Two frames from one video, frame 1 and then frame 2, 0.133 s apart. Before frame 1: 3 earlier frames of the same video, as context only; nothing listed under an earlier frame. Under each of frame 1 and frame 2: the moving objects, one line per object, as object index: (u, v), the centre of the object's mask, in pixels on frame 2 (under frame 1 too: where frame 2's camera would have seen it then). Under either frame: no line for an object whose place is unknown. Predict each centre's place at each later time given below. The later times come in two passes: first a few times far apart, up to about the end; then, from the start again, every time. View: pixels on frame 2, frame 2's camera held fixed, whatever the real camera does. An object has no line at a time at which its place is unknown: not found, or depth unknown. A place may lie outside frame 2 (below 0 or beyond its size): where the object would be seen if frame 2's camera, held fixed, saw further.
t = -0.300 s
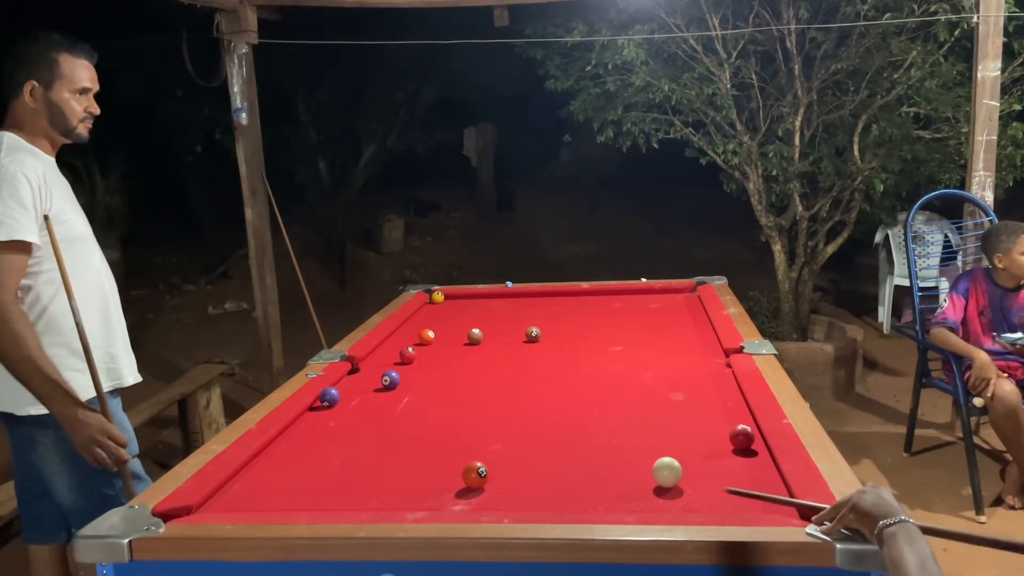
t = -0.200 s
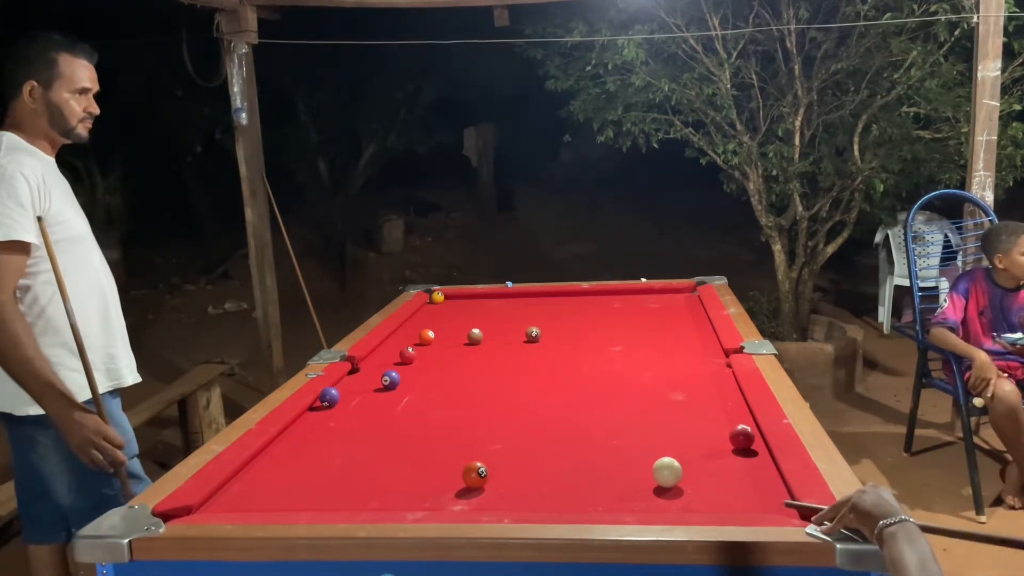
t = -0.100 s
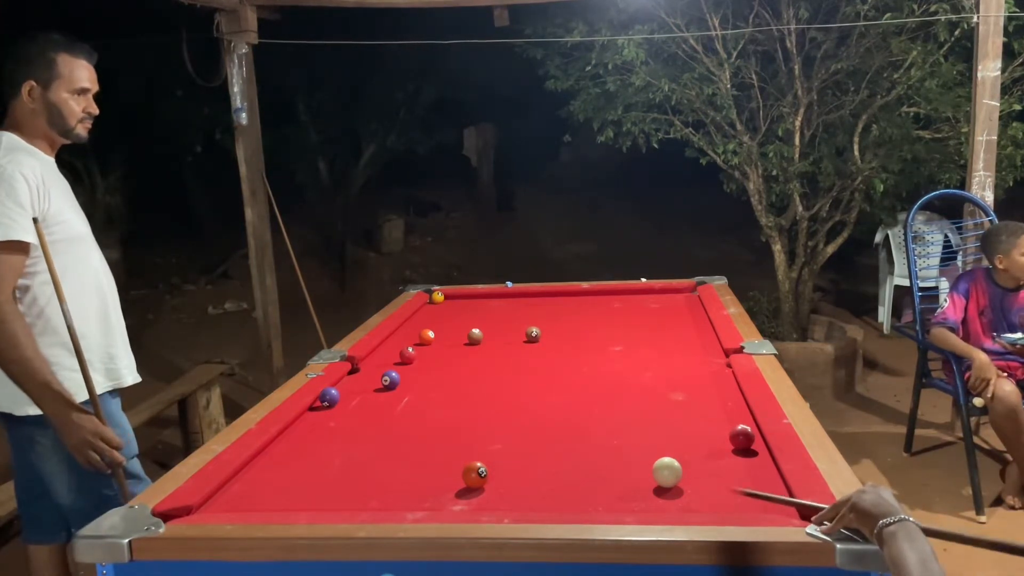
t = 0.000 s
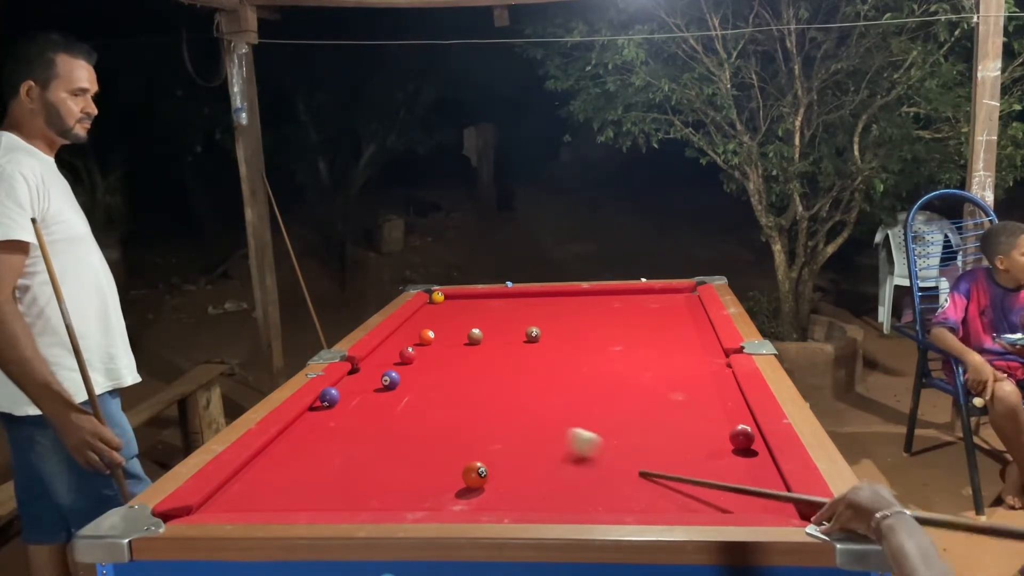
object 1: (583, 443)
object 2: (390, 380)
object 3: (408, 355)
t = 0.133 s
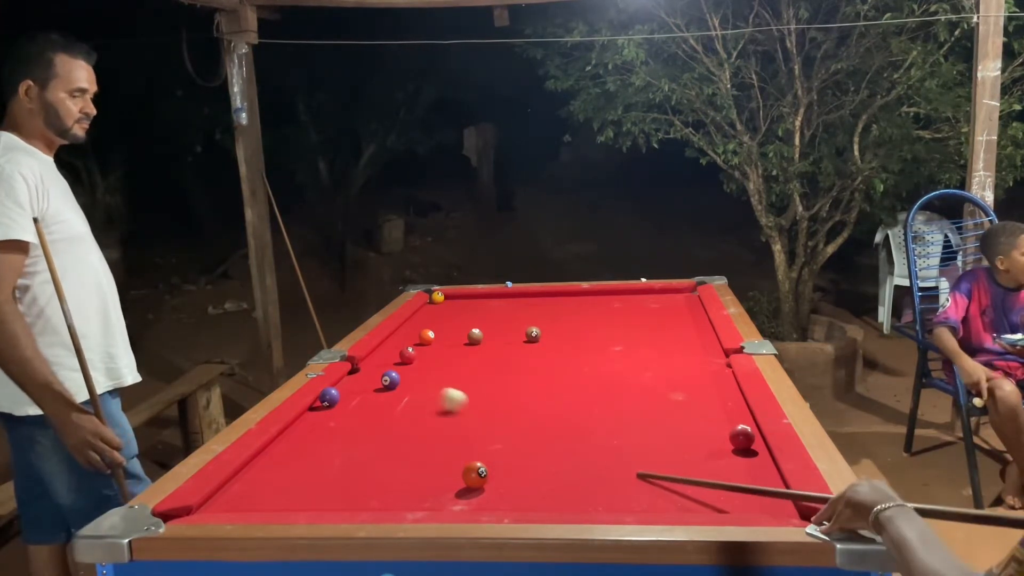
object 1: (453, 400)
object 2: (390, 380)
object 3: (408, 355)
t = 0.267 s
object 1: (389, 381)
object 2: (361, 367)
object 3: (408, 355)
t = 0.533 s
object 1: (363, 373)
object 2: (406, 348)
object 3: (472, 353)
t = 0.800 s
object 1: (403, 368)
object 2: (426, 340)
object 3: (557, 351)
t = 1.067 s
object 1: (440, 363)
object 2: (439, 338)
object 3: (639, 348)
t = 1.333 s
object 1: (472, 359)
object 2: (451, 336)
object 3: (709, 345)
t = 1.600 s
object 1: (501, 357)
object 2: (459, 336)
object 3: (652, 346)
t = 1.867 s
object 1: (527, 354)
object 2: (463, 335)
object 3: (601, 346)
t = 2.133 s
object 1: (550, 353)
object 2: (464, 334)
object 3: (557, 342)
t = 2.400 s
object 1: (571, 351)
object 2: (464, 334)
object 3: (511, 346)
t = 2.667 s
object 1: (589, 351)
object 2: (464, 334)
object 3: (472, 346)
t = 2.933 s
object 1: (604, 350)
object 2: (464, 335)
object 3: (437, 348)
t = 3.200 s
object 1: (618, 350)
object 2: (464, 334)
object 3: (404, 349)
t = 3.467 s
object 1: (629, 350)
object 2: (464, 335)
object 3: (382, 349)
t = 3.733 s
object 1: (637, 350)
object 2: (464, 335)
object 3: (399, 349)
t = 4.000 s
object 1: (644, 350)
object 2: (464, 335)
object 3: (413, 350)
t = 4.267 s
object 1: (648, 351)
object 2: (464, 334)
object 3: (425, 351)
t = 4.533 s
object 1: (650, 351)
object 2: (464, 335)
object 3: (435, 351)
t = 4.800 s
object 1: (650, 350)
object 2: (464, 334)
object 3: (442, 352)
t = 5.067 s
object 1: (650, 350)
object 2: (464, 334)
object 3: (448, 352)
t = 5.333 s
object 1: (650, 350)
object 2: (464, 335)
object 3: (452, 352)
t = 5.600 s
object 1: (650, 350)
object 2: (464, 335)
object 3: (454, 352)
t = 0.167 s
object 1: (429, 392)
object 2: (390, 380)
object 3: (408, 355)
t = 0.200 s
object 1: (407, 385)
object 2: (389, 379)
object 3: (408, 355)
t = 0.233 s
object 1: (396, 381)
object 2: (379, 373)
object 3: (408, 355)
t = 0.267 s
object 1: (389, 381)
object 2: (361, 367)
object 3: (408, 355)
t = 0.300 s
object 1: (383, 380)
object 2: (365, 361)
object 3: (408, 355)
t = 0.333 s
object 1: (376, 379)
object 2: (380, 357)
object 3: (408, 355)
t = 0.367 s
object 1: (370, 378)
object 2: (391, 355)
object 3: (412, 355)
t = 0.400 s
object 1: (364, 376)
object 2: (394, 353)
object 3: (427, 354)
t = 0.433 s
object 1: (358, 375)
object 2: (397, 352)
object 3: (440, 354)
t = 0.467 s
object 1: (352, 374)
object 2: (400, 351)
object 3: (451, 354)
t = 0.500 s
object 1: (358, 374)
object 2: (403, 349)
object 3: (462, 354)
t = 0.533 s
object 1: (363, 373)
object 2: (406, 348)
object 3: (472, 353)
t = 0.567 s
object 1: (369, 372)
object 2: (409, 347)
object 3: (483, 353)
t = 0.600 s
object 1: (374, 371)
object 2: (412, 346)
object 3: (494, 353)
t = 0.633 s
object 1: (379, 371)
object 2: (415, 344)
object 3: (504, 352)
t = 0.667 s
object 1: (385, 370)
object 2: (418, 343)
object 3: (514, 352)
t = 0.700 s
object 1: (389, 369)
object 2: (420, 341)
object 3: (525, 352)
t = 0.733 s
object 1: (394, 369)
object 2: (423, 341)
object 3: (535, 351)
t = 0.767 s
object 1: (399, 368)
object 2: (424, 341)
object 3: (546, 351)
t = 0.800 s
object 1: (403, 368)
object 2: (426, 340)
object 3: (557, 351)
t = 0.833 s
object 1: (408, 367)
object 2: (428, 340)
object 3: (567, 350)
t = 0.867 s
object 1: (413, 367)
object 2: (430, 340)
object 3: (577, 350)
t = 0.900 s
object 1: (417, 366)
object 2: (432, 340)
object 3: (587, 349)
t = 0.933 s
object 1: (422, 365)
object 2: (433, 339)
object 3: (598, 349)
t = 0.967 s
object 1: (426, 365)
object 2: (435, 338)
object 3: (608, 349)
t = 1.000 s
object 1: (431, 364)
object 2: (437, 339)
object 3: (619, 349)
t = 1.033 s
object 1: (435, 364)
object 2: (438, 338)
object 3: (629, 348)
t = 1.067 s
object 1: (440, 363)
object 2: (439, 338)
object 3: (639, 348)
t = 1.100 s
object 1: (444, 362)
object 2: (441, 338)
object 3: (649, 347)
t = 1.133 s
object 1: (448, 362)
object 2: (443, 337)
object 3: (660, 348)
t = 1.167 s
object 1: (453, 361)
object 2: (444, 337)
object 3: (670, 347)
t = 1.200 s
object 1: (456, 361)
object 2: (446, 337)
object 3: (680, 347)
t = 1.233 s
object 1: (460, 360)
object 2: (447, 337)
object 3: (690, 347)
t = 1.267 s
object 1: (464, 360)
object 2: (448, 337)
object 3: (701, 346)
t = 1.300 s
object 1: (468, 360)
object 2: (449, 337)
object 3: (711, 346)
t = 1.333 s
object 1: (472, 359)
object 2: (451, 336)
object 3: (709, 345)
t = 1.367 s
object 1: (476, 359)
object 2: (452, 337)
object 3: (701, 345)
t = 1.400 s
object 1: (479, 359)
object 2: (453, 336)
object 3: (693, 346)
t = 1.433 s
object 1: (483, 358)
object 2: (455, 336)
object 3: (687, 346)
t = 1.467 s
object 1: (487, 358)
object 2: (455, 336)
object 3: (679, 346)
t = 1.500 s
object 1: (491, 357)
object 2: (456, 336)
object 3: (672, 346)
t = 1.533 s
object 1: (494, 357)
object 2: (457, 336)
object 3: (666, 345)
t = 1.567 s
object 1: (497, 357)
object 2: (459, 336)
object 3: (659, 346)
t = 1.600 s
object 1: (501, 357)
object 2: (459, 336)
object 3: (652, 346)
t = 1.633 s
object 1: (504, 356)
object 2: (460, 335)
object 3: (646, 345)
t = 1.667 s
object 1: (508, 355)
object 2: (461, 335)
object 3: (638, 345)
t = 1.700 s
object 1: (511, 355)
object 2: (461, 335)
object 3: (632, 346)
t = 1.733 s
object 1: (514, 355)
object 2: (462, 335)
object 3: (626, 346)
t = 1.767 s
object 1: (518, 355)
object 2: (462, 335)
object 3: (620, 346)
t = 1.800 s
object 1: (521, 355)
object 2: (462, 335)
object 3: (613, 346)
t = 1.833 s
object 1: (524, 354)
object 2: (463, 335)
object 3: (607, 346)
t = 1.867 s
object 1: (527, 354)
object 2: (463, 335)
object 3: (601, 346)
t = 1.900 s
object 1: (530, 354)
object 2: (463, 335)
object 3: (595, 346)
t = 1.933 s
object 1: (533, 353)
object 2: (463, 335)
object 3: (589, 346)
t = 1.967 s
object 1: (536, 354)
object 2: (463, 335)
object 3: (583, 346)
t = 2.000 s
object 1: (539, 353)
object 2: (464, 335)
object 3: (577, 346)
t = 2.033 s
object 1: (542, 353)
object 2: (464, 334)
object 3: (571, 346)
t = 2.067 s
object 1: (545, 353)
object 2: (464, 334)
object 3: (566, 346)
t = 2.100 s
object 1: (547, 353)
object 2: (464, 334)
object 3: (561, 345)
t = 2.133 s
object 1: (550, 353)
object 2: (464, 334)
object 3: (557, 342)
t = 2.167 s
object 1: (553, 352)
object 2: (464, 334)
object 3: (547, 342)
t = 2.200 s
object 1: (555, 352)
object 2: (464, 335)
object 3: (542, 345)
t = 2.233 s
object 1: (558, 352)
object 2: (464, 334)
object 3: (537, 346)
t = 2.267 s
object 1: (561, 352)
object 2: (464, 334)
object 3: (532, 346)
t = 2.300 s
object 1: (563, 352)
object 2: (464, 334)
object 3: (527, 346)
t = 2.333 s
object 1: (566, 352)
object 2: (464, 334)
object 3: (522, 346)
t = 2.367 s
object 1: (568, 351)
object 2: (464, 335)
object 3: (516, 347)
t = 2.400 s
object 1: (571, 351)
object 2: (464, 334)
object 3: (511, 346)
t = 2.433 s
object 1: (573, 351)
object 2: (464, 335)
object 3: (506, 347)
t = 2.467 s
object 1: (575, 351)
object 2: (464, 335)
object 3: (501, 347)
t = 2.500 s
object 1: (578, 351)
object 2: (464, 334)
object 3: (496, 347)
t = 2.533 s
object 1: (580, 351)
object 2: (464, 334)
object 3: (491, 346)
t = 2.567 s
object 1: (582, 351)
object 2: (464, 335)
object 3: (487, 347)
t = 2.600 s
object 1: (584, 351)
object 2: (464, 335)
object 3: (482, 347)
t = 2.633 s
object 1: (586, 351)
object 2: (464, 335)
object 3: (476, 347)
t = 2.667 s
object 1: (589, 351)
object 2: (464, 334)
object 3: (472, 346)
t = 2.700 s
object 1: (591, 351)
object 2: (464, 333)
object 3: (468, 346)
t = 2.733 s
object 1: (593, 351)
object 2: (464, 332)
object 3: (463, 346)
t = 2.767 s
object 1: (595, 350)
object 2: (465, 333)
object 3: (459, 347)
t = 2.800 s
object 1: (597, 351)
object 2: (464, 334)
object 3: (454, 347)
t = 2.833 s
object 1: (599, 350)
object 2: (464, 335)
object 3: (449, 348)
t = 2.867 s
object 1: (601, 350)
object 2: (464, 334)
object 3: (445, 348)
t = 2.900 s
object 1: (602, 350)
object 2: (464, 335)
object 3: (441, 348)
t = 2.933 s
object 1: (604, 350)
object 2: (464, 335)
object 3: (437, 348)
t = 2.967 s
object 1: (606, 350)
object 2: (464, 335)
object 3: (432, 348)
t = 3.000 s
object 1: (608, 350)
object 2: (464, 335)
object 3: (428, 348)
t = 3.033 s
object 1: (610, 350)
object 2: (464, 334)
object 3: (424, 348)
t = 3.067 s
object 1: (611, 350)
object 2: (464, 334)
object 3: (420, 348)
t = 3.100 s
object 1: (613, 350)
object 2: (464, 334)
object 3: (416, 348)
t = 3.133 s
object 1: (615, 350)
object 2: (464, 335)
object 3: (412, 349)
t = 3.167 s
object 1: (616, 350)
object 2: (464, 334)
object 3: (408, 349)
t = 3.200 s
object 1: (618, 350)
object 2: (464, 334)
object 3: (404, 349)
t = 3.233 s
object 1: (619, 350)
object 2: (464, 334)
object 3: (401, 349)
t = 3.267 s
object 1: (621, 350)
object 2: (464, 334)
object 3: (397, 349)
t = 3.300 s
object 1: (622, 350)
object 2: (464, 335)
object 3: (393, 349)
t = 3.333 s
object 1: (624, 350)
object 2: (464, 335)
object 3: (390, 349)
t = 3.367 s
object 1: (625, 350)
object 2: (464, 335)
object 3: (386, 349)
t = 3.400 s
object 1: (626, 350)
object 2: (464, 335)
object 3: (383, 349)
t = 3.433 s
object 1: (628, 350)
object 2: (464, 335)
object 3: (380, 349)
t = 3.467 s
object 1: (629, 350)
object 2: (464, 335)
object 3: (382, 349)
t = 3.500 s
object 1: (630, 350)
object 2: (464, 335)
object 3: (384, 349)
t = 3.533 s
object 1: (631, 350)
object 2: (464, 335)
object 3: (387, 349)
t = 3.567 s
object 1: (632, 350)
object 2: (464, 335)
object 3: (389, 349)
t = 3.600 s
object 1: (633, 350)
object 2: (464, 335)
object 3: (391, 349)
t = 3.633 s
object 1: (634, 350)
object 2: (464, 335)
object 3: (393, 349)
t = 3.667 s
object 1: (635, 350)
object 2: (464, 335)
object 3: (395, 349)
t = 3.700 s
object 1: (636, 350)
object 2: (464, 335)
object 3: (397, 349)
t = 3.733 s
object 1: (637, 350)
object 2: (464, 335)
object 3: (399, 349)
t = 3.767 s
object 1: (638, 350)
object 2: (464, 335)
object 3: (401, 350)
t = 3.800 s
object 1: (639, 350)
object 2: (464, 335)
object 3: (403, 349)
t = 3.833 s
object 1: (640, 350)
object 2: (464, 335)
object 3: (405, 349)
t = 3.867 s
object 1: (641, 350)
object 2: (464, 335)
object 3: (407, 349)
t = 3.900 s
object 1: (641, 350)
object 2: (464, 335)
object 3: (408, 350)
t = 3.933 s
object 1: (642, 350)
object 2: (464, 335)
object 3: (410, 350)
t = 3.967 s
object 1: (643, 350)
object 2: (464, 335)
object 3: (412, 350)
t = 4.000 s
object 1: (644, 350)
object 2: (464, 335)
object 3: (413, 350)
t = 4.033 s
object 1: (644, 350)
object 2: (464, 335)
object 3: (415, 350)
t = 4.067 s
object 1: (645, 350)
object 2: (464, 335)
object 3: (416, 350)
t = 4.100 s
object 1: (645, 350)
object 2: (464, 335)
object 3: (418, 350)
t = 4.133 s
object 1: (646, 350)
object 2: (464, 335)
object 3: (420, 350)
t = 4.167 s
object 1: (646, 350)
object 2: (464, 335)
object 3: (421, 351)
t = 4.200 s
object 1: (647, 350)
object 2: (464, 335)
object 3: (422, 350)
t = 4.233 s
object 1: (647, 350)
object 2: (464, 335)
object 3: (424, 350)
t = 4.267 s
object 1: (648, 351)
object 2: (464, 334)
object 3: (425, 351)
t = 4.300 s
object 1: (648, 350)
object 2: (464, 334)
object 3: (426, 351)
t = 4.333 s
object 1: (649, 350)
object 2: (464, 334)
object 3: (428, 351)
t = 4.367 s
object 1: (649, 351)
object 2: (464, 335)
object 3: (429, 351)
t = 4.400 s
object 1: (649, 351)
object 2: (464, 335)
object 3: (430, 351)
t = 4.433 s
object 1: (650, 350)
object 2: (464, 335)
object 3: (431, 351)
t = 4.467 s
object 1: (650, 351)
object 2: (464, 335)
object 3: (432, 351)
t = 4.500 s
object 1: (650, 351)
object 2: (464, 335)
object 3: (434, 351)
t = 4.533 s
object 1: (650, 351)
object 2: (464, 335)
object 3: (435, 351)
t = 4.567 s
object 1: (650, 351)
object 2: (464, 335)
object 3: (436, 351)
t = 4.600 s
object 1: (650, 351)
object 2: (464, 335)
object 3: (437, 352)
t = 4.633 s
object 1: (650, 350)
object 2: (464, 335)
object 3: (438, 352)
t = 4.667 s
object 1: (650, 350)
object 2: (464, 334)
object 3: (439, 352)
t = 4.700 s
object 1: (650, 350)
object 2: (464, 334)
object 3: (439, 352)
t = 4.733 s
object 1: (650, 351)
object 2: (464, 334)
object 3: (441, 352)
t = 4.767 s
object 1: (650, 350)
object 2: (464, 334)
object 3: (441, 352)
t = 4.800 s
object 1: (650, 350)
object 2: (464, 334)
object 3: (442, 352)
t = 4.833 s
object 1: (650, 350)
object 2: (464, 334)
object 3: (442, 352)
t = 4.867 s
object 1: (650, 350)
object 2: (464, 334)
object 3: (444, 352)
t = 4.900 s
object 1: (650, 350)
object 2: (464, 335)
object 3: (444, 352)
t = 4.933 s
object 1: (650, 350)
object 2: (464, 334)
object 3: (445, 352)
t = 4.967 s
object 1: (650, 350)
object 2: (464, 334)
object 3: (446, 352)
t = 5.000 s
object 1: (650, 350)
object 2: (464, 334)
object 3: (446, 352)
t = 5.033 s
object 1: (650, 350)
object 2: (464, 334)
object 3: (447, 352)
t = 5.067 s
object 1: (650, 350)
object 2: (464, 334)
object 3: (448, 352)
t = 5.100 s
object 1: (650, 350)
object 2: (464, 334)
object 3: (448, 352)
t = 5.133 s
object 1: (650, 350)
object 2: (464, 334)
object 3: (449, 352)
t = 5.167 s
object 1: (650, 350)
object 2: (464, 335)
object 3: (450, 352)
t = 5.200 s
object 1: (650, 350)
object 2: (464, 335)
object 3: (450, 352)
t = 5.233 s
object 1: (650, 350)
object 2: (464, 335)
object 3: (451, 352)
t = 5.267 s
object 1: (650, 350)
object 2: (464, 335)
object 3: (451, 352)
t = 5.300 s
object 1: (650, 350)
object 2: (464, 335)
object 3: (452, 352)
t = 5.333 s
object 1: (650, 350)
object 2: (464, 335)
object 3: (452, 352)
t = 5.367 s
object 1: (650, 350)
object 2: (464, 335)
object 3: (452, 352)
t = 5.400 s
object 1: (650, 350)
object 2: (464, 335)
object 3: (452, 352)
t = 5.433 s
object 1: (650, 350)
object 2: (464, 335)
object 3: (453, 352)
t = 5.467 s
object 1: (650, 350)
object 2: (464, 335)
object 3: (453, 352)
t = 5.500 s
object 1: (650, 350)
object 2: (464, 335)
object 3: (453, 352)
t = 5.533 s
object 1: (650, 350)
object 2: (464, 335)
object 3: (453, 352)
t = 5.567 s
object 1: (650, 350)
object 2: (464, 335)
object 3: (454, 352)
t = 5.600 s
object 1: (650, 350)
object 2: (464, 335)
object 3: (454, 352)
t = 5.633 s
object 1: (650, 350)
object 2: (464, 335)
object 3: (454, 352)
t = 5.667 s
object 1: (650, 350)
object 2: (464, 335)
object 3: (454, 352)
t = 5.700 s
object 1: (650, 350)
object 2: (464, 335)
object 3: (454, 352)
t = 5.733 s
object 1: (650, 350)
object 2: (464, 335)
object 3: (454, 352)
